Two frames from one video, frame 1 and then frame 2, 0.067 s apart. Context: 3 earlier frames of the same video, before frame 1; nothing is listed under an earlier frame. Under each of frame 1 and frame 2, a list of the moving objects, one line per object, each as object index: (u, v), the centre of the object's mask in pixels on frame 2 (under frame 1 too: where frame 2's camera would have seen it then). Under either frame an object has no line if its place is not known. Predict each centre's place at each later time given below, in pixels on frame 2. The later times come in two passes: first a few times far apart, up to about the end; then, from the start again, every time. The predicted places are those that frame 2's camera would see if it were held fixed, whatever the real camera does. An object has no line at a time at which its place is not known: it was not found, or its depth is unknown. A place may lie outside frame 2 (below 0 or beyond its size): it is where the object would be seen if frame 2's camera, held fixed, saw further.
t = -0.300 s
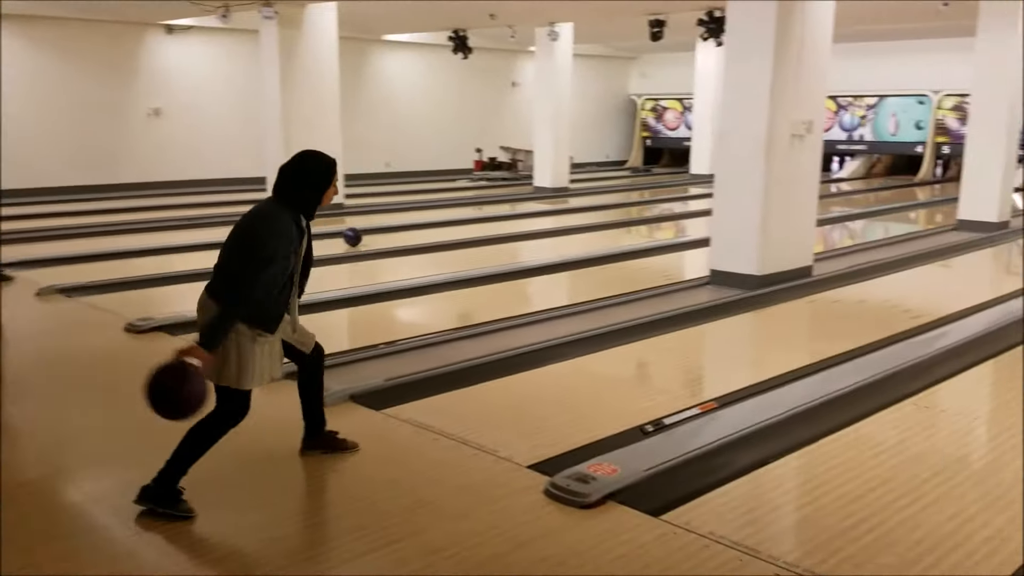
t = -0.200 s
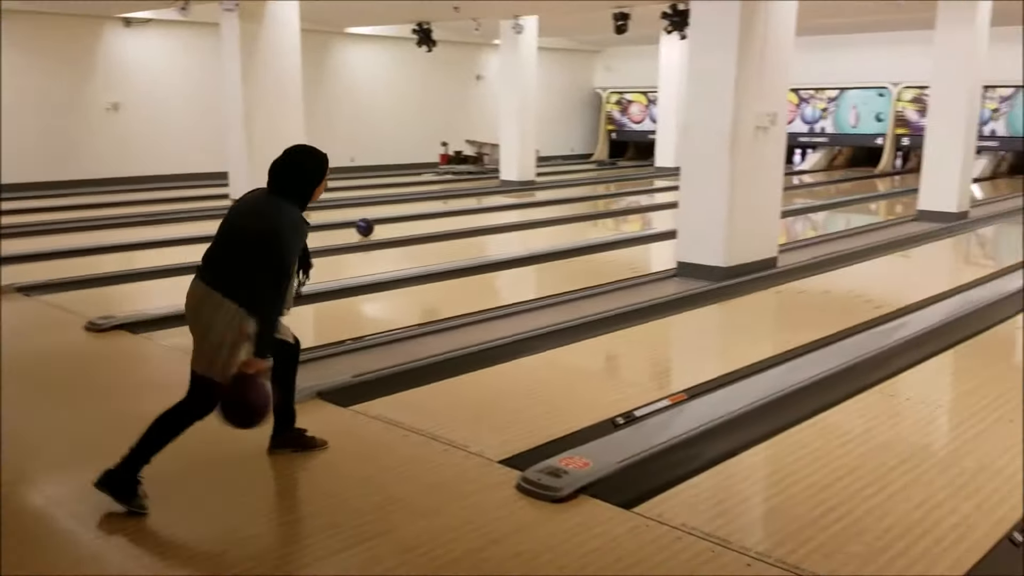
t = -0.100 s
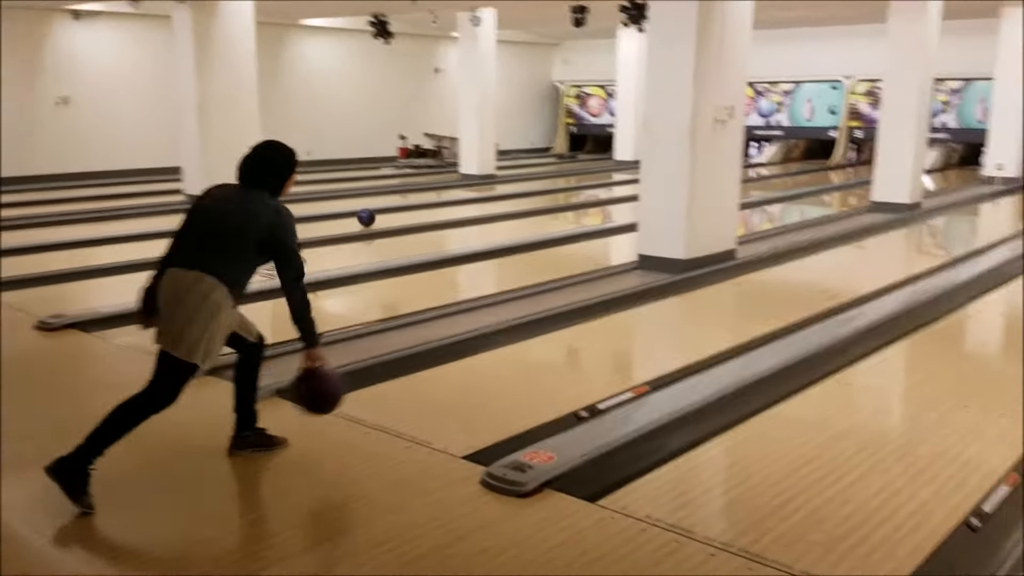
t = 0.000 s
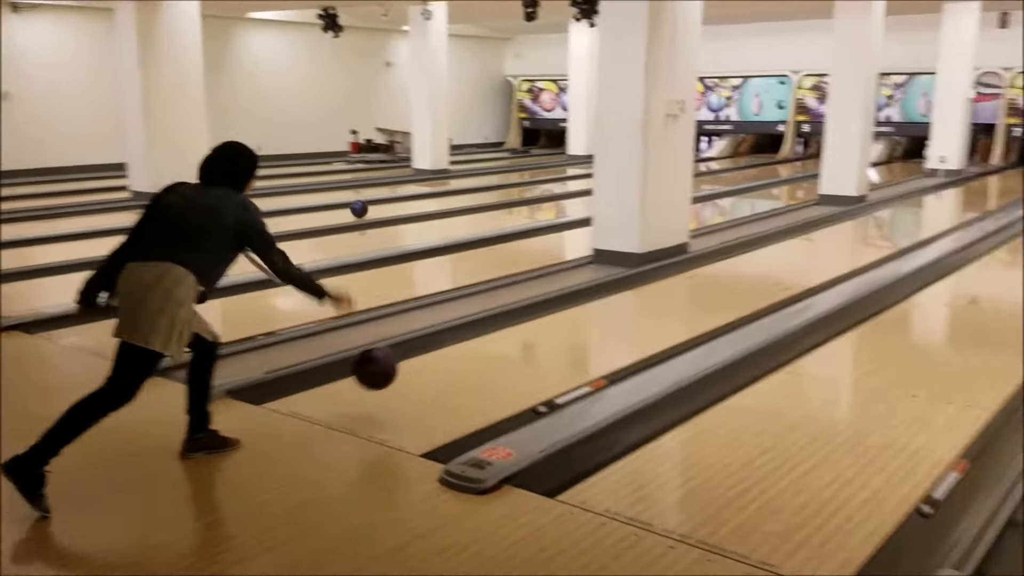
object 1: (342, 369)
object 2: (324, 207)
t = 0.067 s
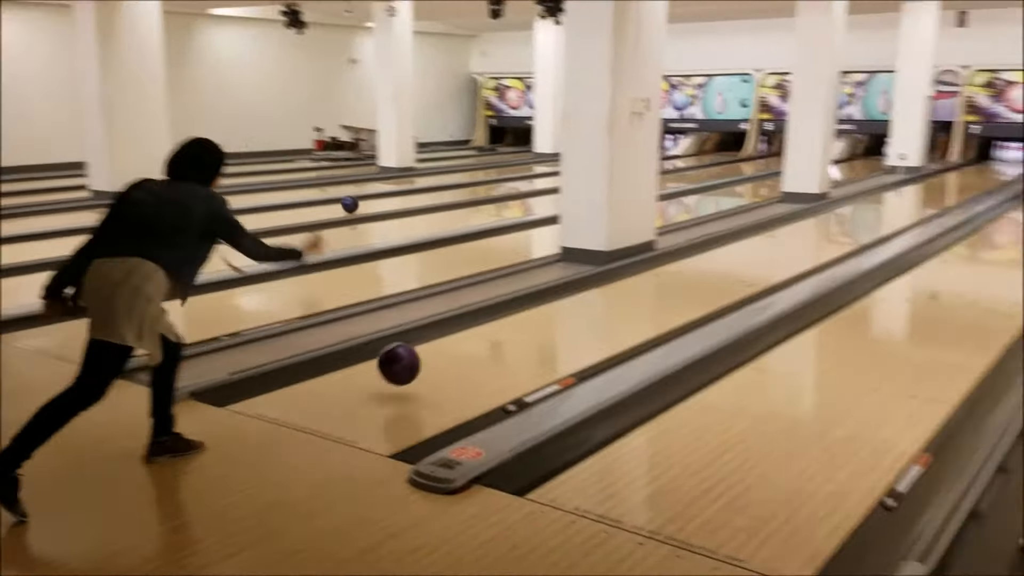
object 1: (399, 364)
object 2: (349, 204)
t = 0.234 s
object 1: (510, 336)
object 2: (408, 198)
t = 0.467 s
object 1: (620, 295)
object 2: (476, 189)
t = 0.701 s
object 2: (535, 181)
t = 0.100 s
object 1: (425, 365)
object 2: (362, 203)
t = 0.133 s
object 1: (448, 359)
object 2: (374, 202)
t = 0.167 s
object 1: (470, 350)
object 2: (385, 200)
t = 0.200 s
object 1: (491, 343)
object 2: (397, 199)
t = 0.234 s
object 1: (510, 336)
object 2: (408, 198)
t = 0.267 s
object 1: (529, 329)
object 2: (418, 197)
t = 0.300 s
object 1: (546, 323)
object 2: (429, 195)
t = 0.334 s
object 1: (562, 317)
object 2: (439, 193)
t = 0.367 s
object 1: (578, 311)
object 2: (448, 192)
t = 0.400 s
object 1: (593, 306)
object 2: (458, 191)
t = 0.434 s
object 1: (606, 300)
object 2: (468, 190)
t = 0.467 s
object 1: (620, 295)
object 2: (476, 189)
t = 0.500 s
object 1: (632, 290)
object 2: (485, 188)
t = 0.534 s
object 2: (494, 186)
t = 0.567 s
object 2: (503, 185)
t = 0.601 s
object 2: (511, 184)
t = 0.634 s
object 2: (519, 183)
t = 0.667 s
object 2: (527, 182)
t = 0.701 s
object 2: (535, 181)
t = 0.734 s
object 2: (543, 180)
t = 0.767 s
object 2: (550, 179)
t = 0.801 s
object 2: (558, 178)
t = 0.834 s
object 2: (564, 178)
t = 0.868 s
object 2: (568, 177)
